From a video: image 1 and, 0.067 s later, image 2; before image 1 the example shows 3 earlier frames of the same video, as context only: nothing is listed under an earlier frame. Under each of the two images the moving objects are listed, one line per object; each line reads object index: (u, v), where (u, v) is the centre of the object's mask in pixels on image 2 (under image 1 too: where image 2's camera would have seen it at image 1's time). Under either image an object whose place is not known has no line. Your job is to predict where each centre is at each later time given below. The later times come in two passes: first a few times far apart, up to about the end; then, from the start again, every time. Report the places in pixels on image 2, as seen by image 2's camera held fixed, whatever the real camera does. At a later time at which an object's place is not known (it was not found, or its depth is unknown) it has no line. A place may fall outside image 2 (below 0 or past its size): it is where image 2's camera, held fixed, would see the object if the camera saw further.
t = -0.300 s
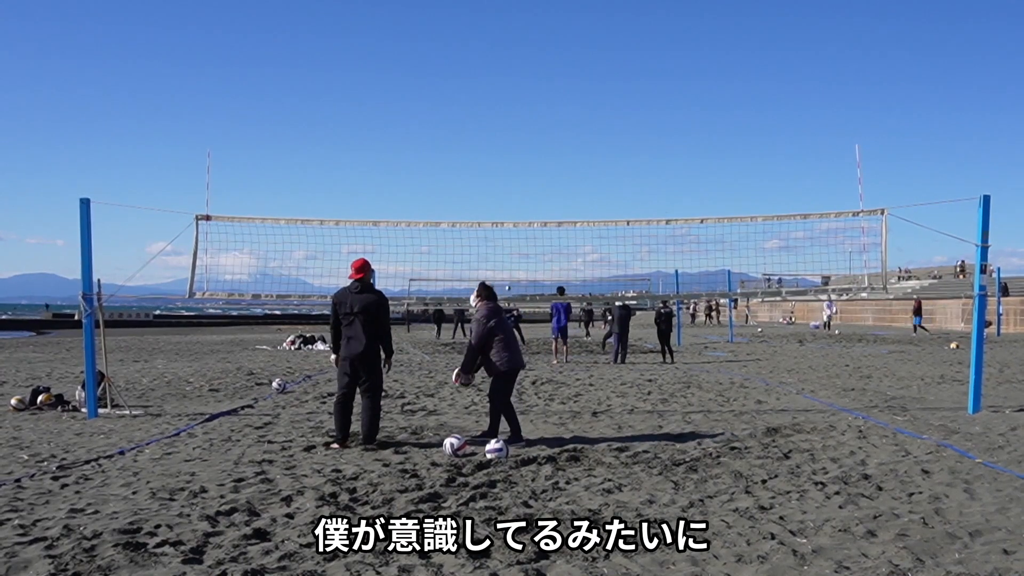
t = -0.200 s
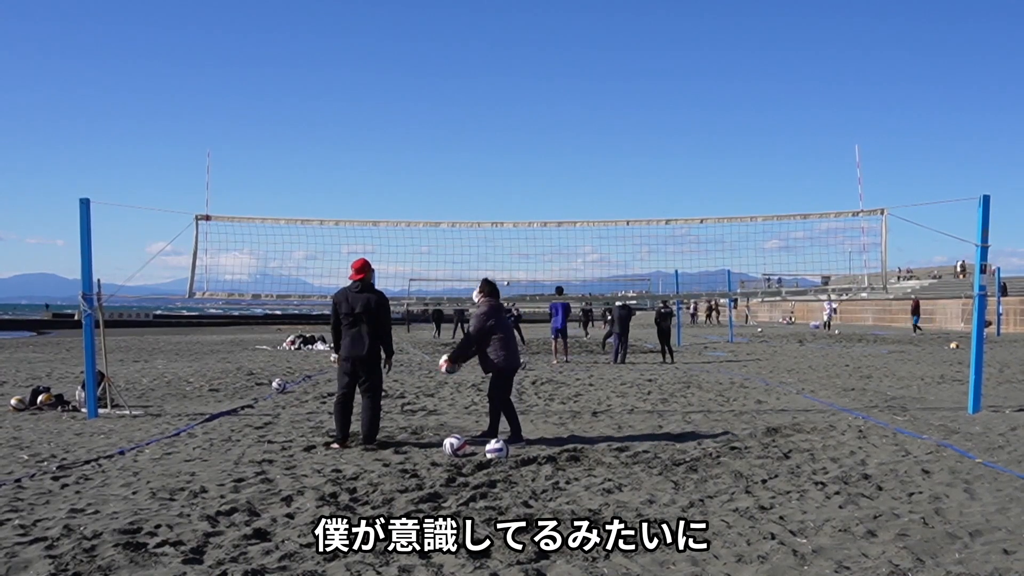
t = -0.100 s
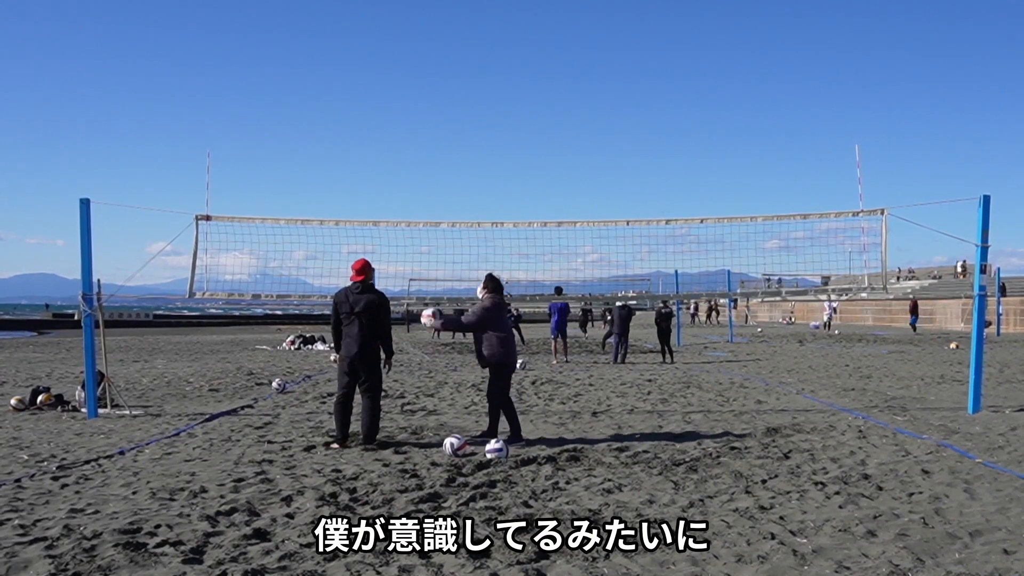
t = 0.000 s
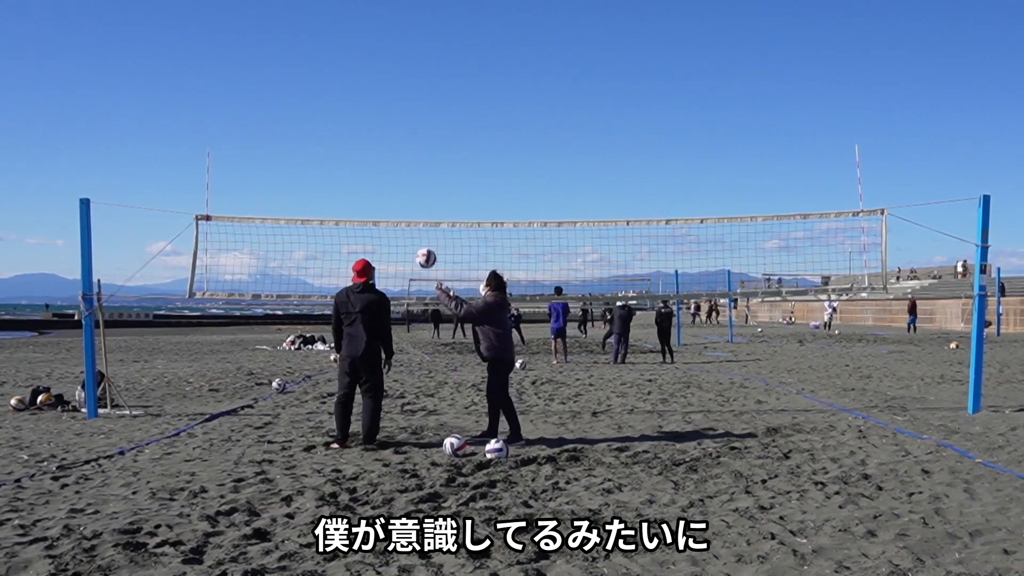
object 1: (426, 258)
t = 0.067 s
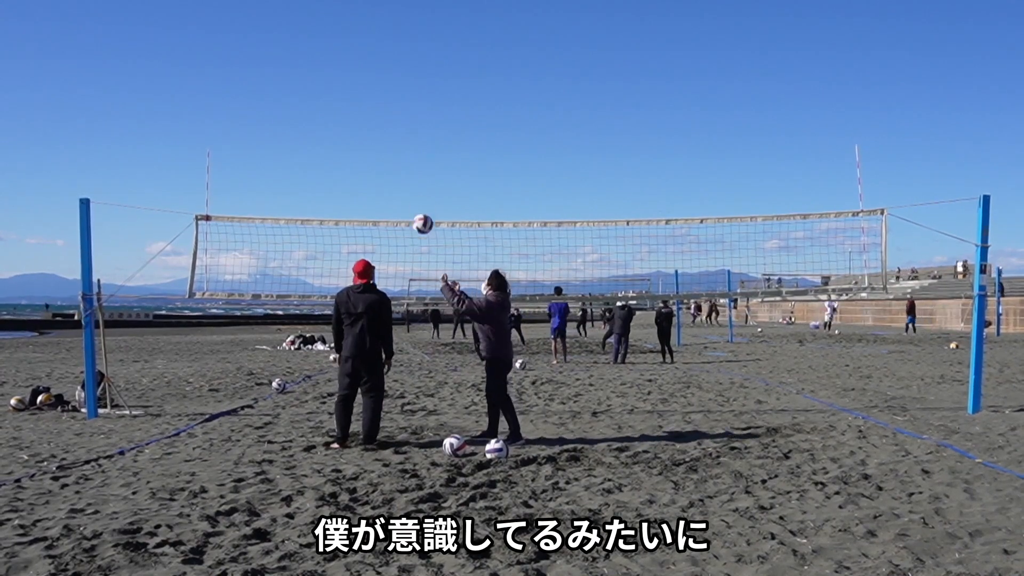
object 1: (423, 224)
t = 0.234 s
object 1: (417, 158)
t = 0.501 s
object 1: (419, 106)
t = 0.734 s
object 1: (430, 110)
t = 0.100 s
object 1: (421, 208)
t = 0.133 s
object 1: (420, 194)
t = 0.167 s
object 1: (419, 181)
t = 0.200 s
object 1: (418, 168)
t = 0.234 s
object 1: (417, 158)
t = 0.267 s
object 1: (416, 148)
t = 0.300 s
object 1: (416, 140)
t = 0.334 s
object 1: (416, 132)
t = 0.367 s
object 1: (416, 125)
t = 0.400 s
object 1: (416, 118)
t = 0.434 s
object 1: (417, 114)
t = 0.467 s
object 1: (418, 109)
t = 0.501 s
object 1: (419, 106)
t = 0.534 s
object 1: (420, 103)
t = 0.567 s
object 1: (421, 102)
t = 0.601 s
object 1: (422, 102)
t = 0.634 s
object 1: (424, 102)
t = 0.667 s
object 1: (426, 104)
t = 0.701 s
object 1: (428, 106)
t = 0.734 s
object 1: (430, 110)
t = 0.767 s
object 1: (432, 114)
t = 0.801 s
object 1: (435, 120)
